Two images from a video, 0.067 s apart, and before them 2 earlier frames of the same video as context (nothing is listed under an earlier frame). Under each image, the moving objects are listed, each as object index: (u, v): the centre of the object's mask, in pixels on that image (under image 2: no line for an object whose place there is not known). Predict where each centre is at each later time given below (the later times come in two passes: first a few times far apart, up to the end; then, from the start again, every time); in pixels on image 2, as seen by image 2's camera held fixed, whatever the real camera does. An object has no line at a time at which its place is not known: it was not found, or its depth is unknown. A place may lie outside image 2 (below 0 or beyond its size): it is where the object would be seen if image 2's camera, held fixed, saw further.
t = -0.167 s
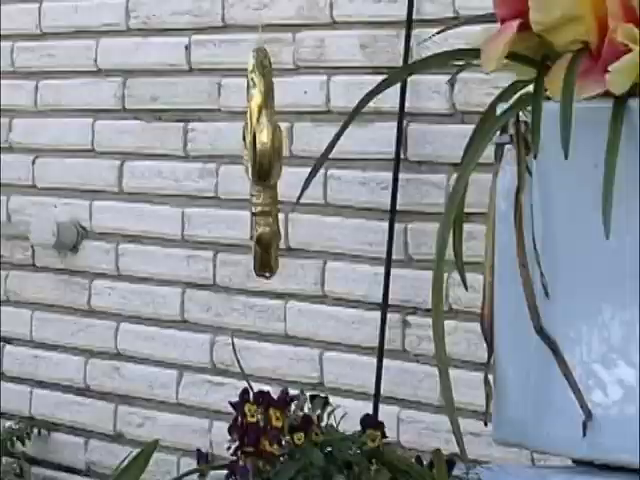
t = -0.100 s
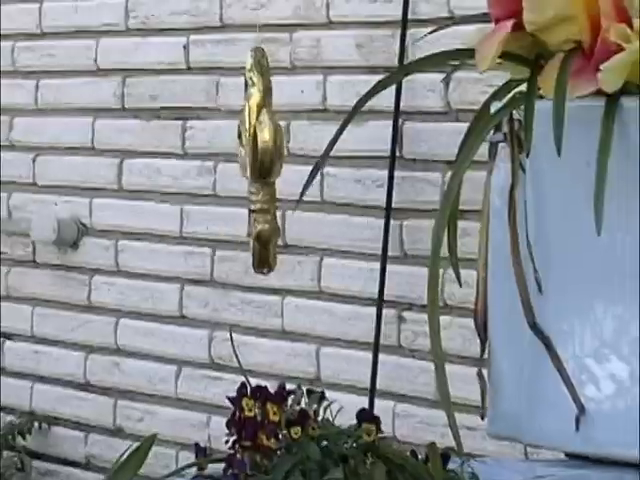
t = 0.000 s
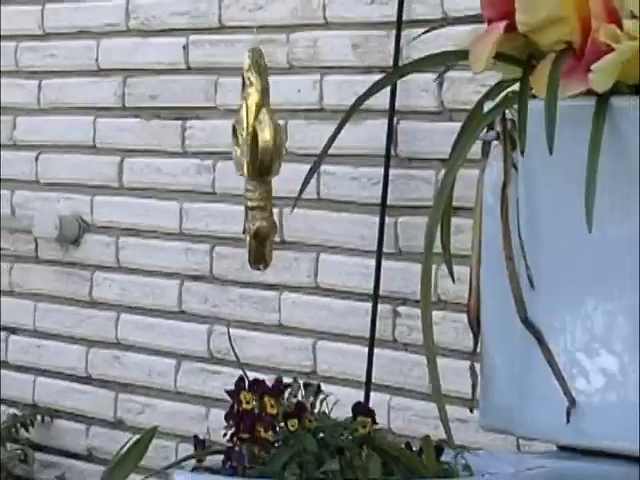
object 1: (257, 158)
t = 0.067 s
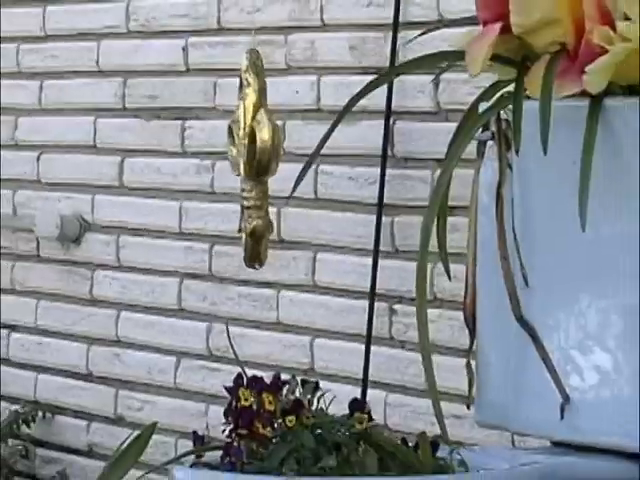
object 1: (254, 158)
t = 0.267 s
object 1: (248, 159)
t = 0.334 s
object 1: (246, 159)
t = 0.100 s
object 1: (253, 158)
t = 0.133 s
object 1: (252, 158)
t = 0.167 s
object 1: (251, 159)
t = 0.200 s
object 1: (250, 159)
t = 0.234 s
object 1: (249, 159)
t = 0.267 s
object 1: (248, 159)
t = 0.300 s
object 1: (247, 159)
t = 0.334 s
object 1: (246, 159)
